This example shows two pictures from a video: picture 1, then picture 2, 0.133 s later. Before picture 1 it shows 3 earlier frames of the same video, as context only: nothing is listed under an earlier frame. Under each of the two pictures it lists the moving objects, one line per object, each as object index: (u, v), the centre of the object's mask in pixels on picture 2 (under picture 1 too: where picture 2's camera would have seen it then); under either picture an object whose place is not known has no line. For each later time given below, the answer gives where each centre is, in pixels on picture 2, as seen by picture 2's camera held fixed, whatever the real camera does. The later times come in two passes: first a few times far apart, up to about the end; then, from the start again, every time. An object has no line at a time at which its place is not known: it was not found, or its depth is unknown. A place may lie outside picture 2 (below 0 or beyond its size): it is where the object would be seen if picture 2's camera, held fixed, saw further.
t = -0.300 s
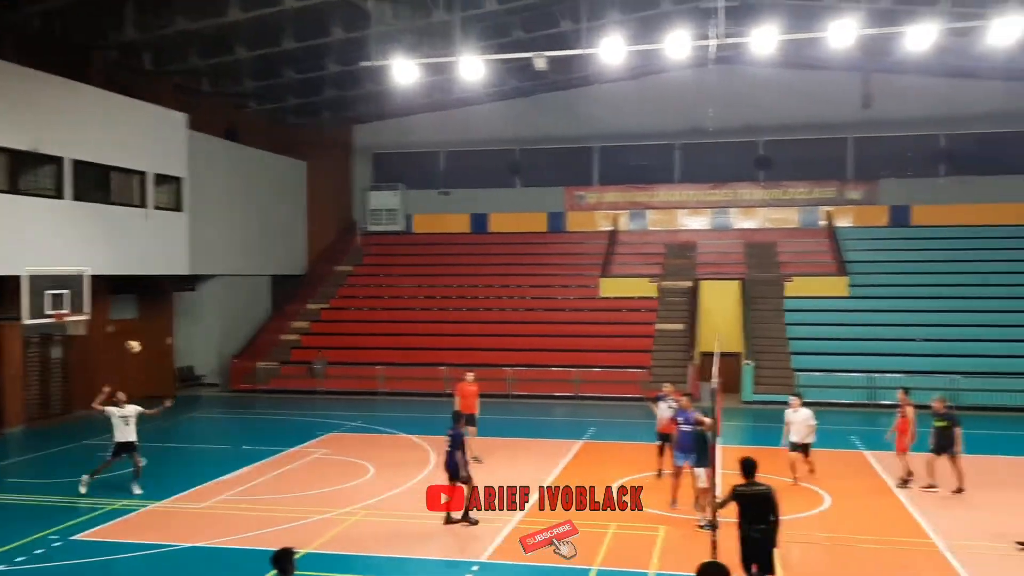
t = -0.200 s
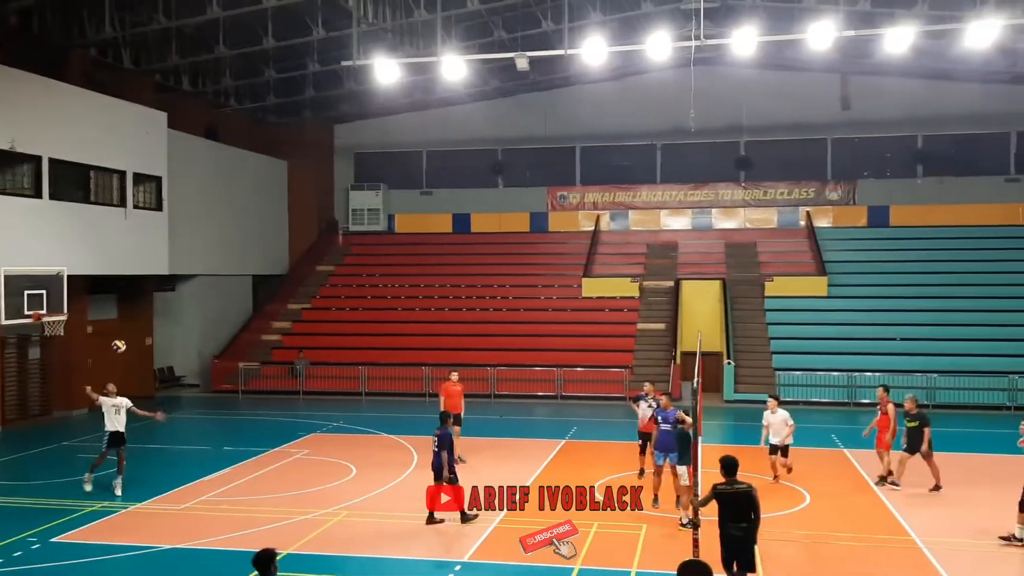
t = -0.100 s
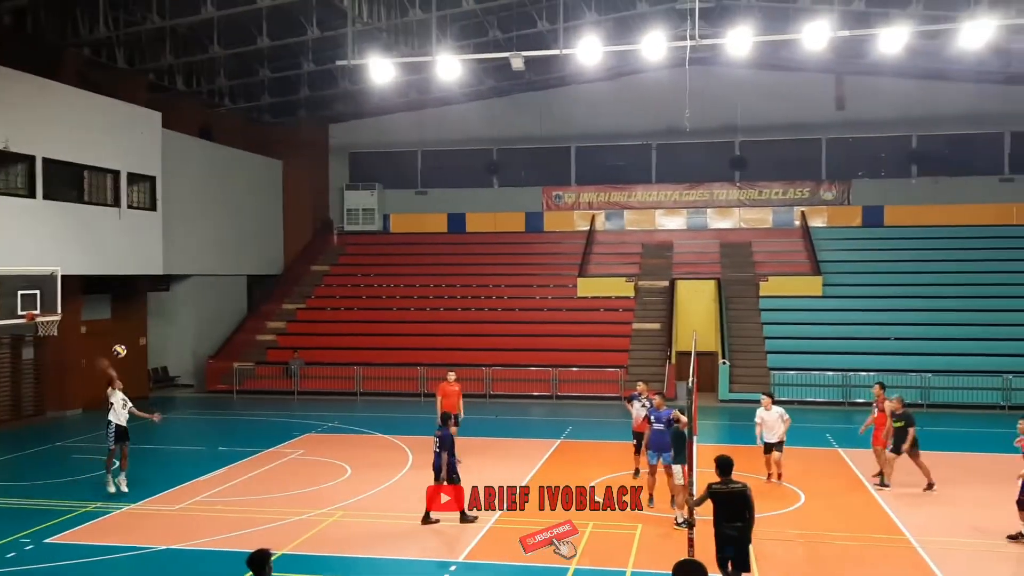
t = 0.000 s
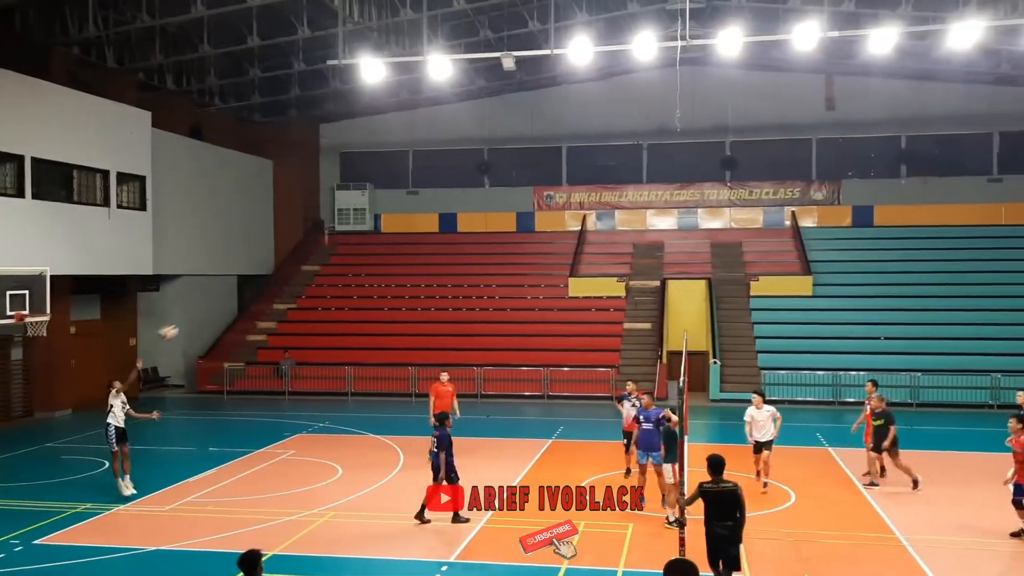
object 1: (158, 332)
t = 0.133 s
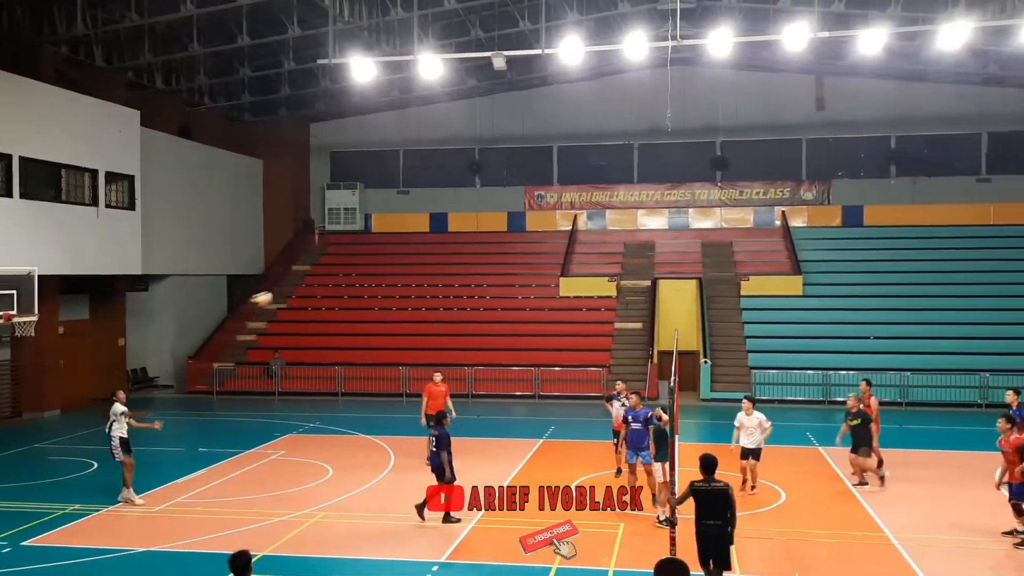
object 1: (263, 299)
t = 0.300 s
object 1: (396, 268)
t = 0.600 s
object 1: (644, 252)
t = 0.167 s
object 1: (289, 291)
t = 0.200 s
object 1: (316, 285)
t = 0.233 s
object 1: (343, 278)
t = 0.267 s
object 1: (371, 271)
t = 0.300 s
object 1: (396, 268)
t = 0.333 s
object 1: (424, 264)
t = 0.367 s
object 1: (451, 260)
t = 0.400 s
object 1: (478, 258)
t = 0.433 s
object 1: (505, 256)
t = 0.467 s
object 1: (533, 253)
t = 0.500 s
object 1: (560, 252)
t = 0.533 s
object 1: (588, 251)
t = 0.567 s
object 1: (615, 251)
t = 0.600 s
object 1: (644, 252)
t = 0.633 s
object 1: (673, 254)
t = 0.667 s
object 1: (701, 257)
